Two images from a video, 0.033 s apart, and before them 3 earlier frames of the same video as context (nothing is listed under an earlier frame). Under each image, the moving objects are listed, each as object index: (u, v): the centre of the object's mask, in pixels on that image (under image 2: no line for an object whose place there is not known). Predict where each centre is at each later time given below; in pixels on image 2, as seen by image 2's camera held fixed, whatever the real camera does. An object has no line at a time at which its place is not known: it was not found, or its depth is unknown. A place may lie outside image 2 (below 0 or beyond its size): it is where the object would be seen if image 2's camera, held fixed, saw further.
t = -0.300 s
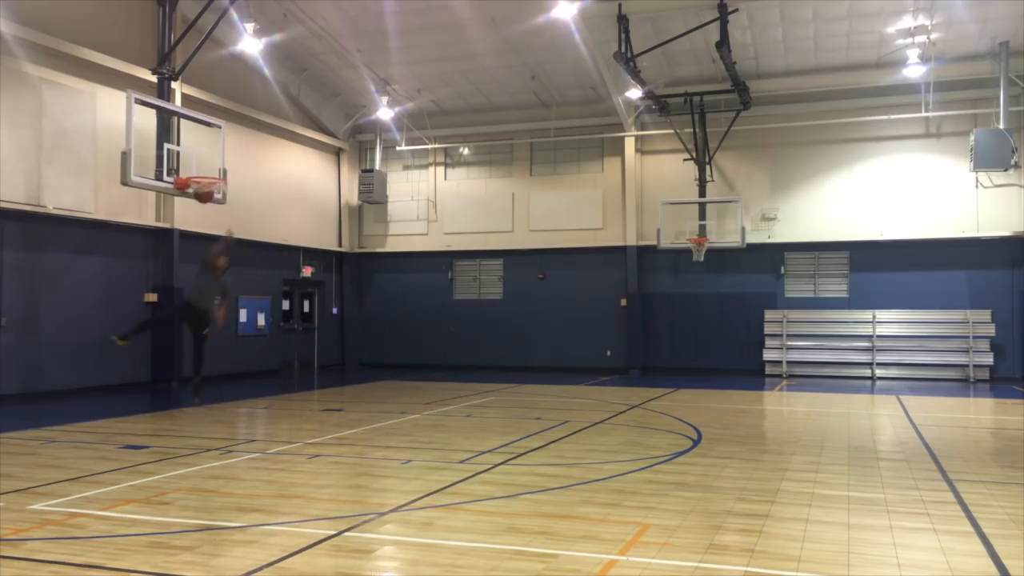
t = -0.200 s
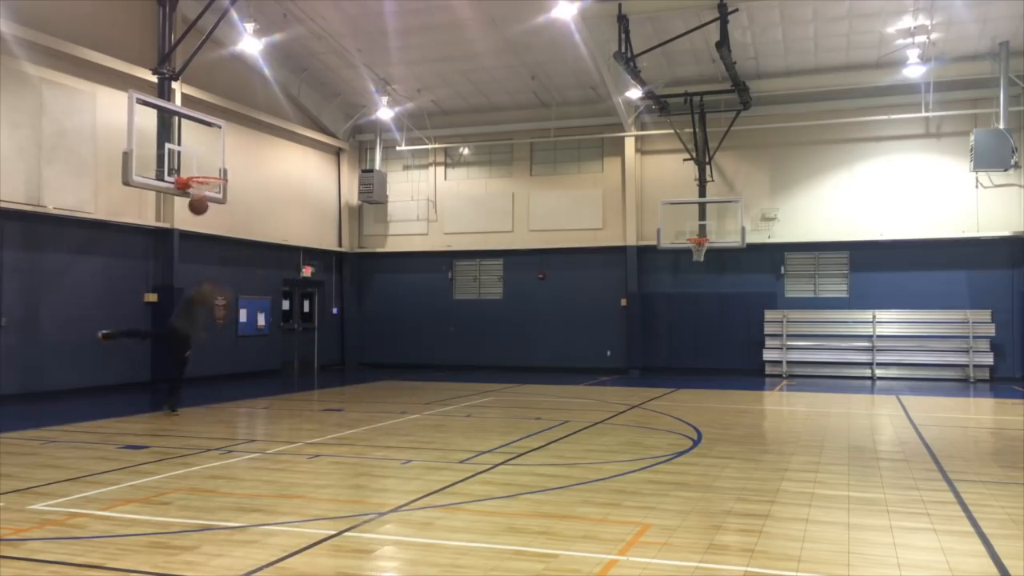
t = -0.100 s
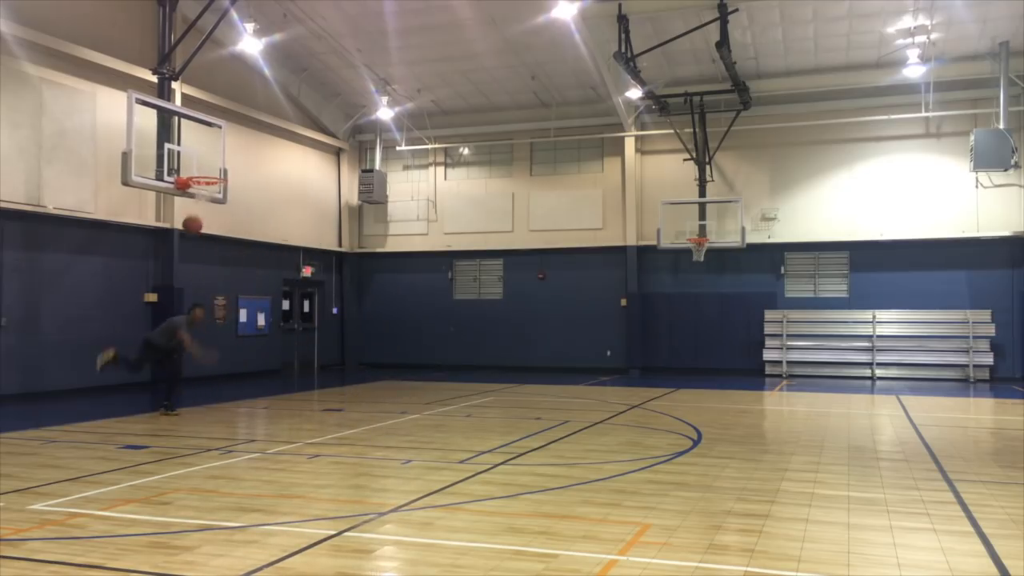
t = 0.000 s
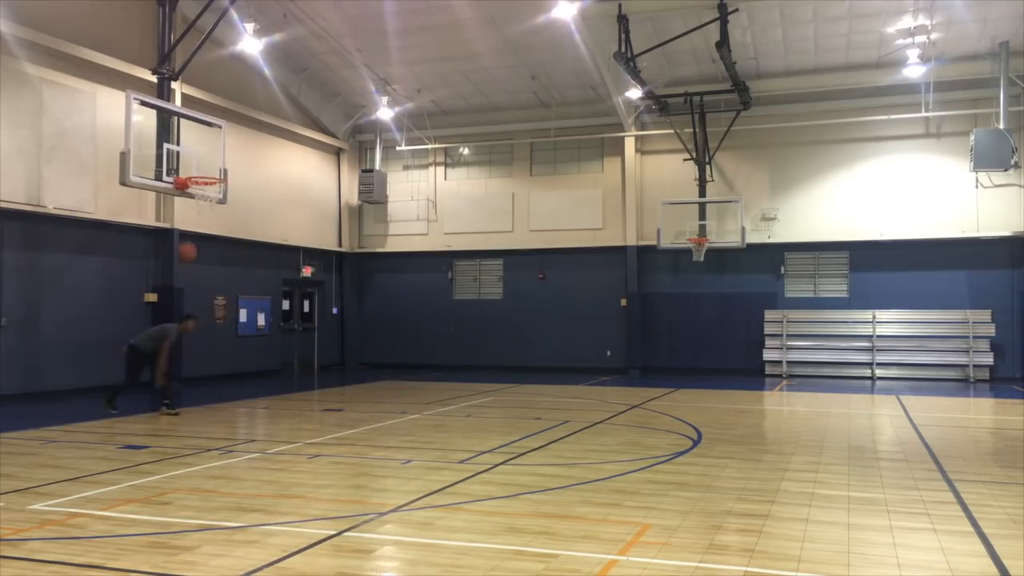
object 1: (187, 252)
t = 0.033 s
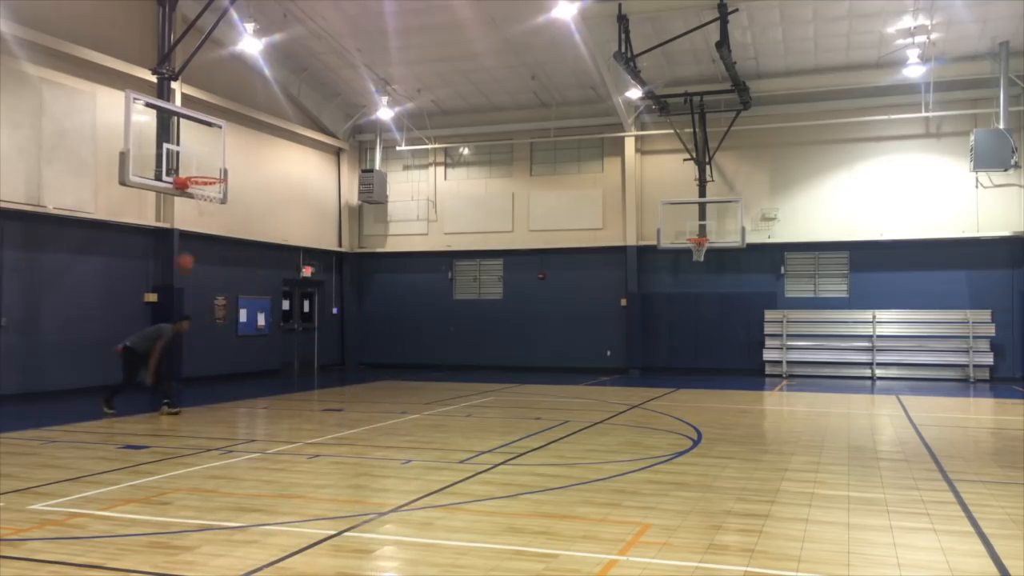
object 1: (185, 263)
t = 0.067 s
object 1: (183, 275)
